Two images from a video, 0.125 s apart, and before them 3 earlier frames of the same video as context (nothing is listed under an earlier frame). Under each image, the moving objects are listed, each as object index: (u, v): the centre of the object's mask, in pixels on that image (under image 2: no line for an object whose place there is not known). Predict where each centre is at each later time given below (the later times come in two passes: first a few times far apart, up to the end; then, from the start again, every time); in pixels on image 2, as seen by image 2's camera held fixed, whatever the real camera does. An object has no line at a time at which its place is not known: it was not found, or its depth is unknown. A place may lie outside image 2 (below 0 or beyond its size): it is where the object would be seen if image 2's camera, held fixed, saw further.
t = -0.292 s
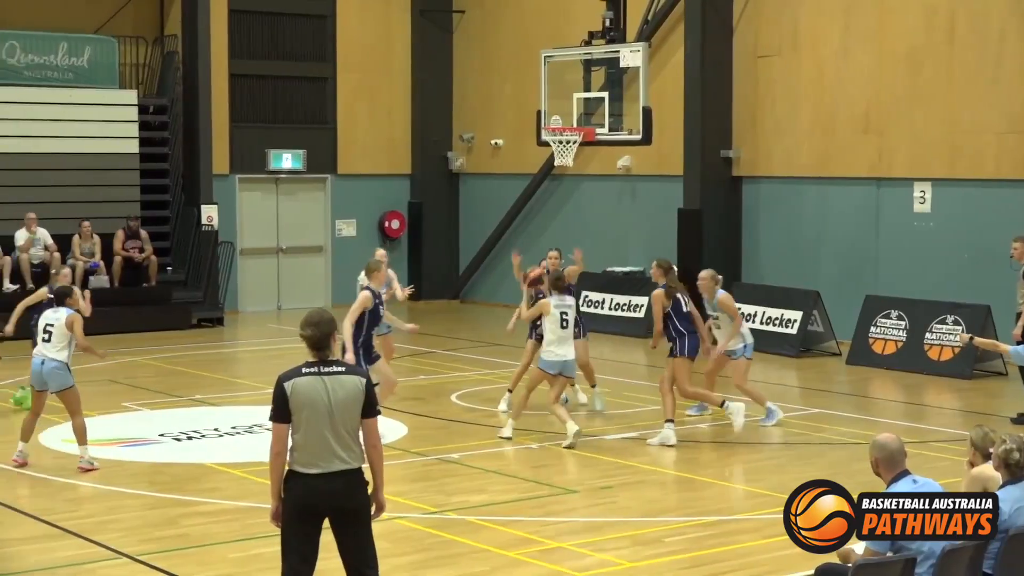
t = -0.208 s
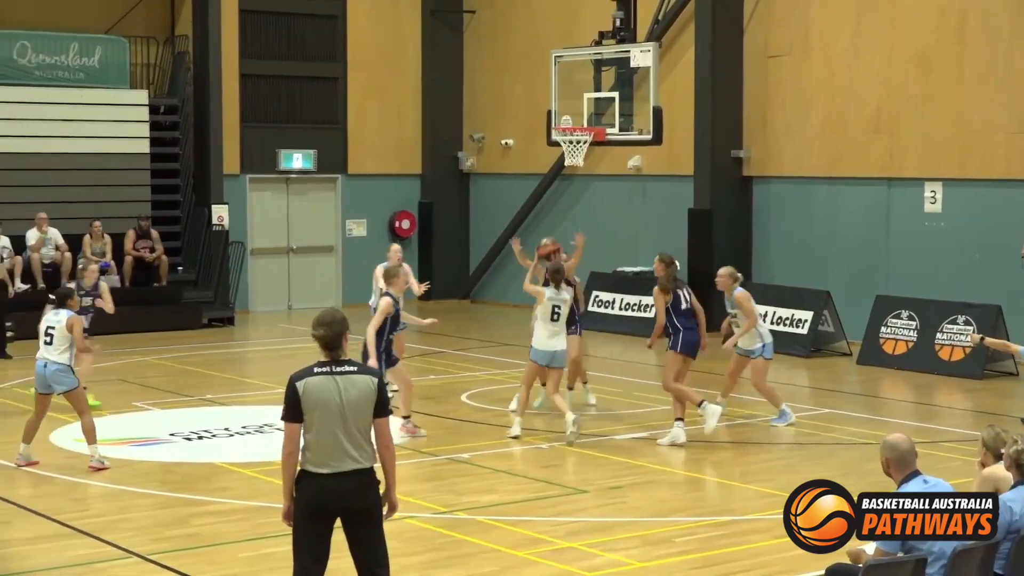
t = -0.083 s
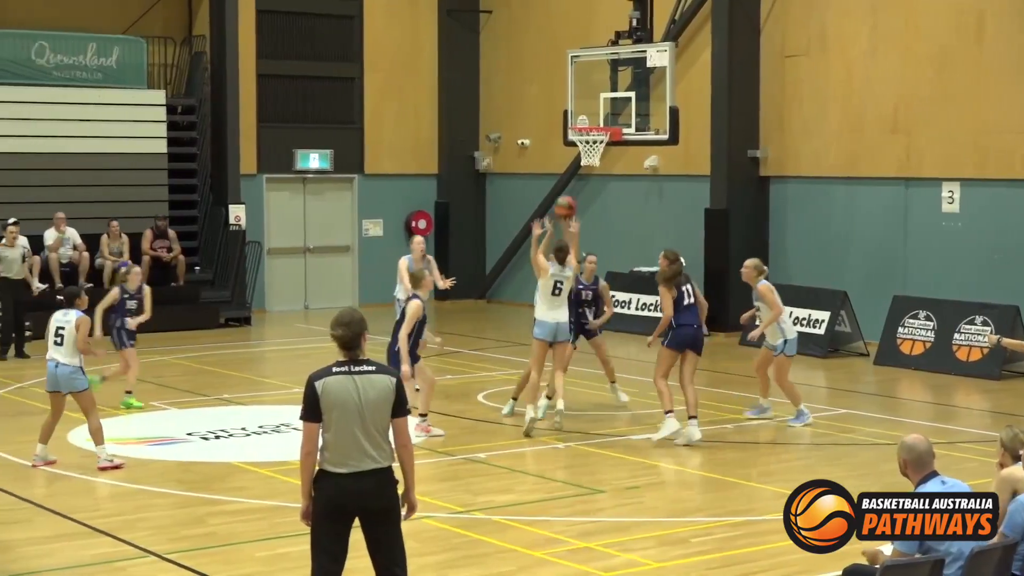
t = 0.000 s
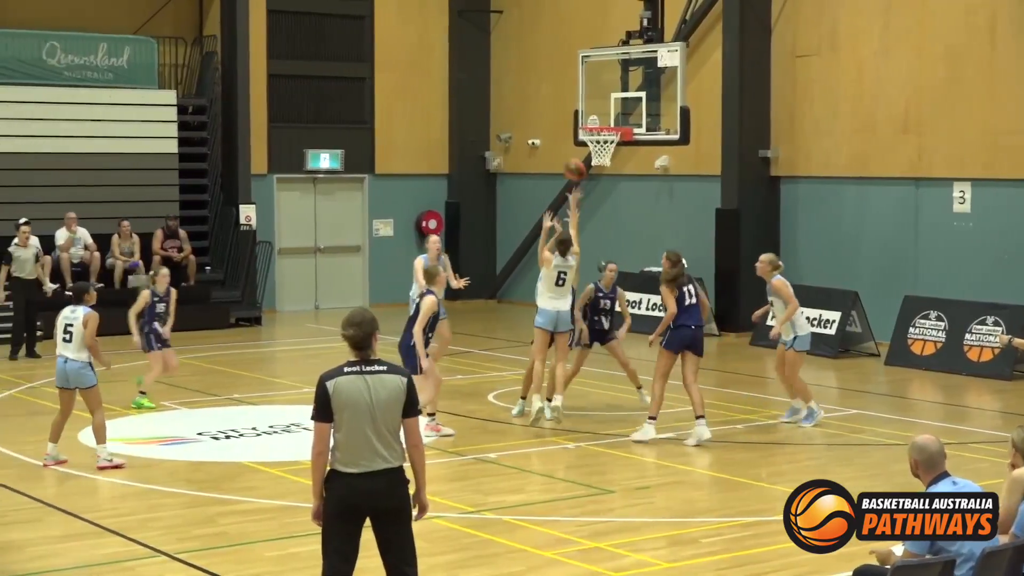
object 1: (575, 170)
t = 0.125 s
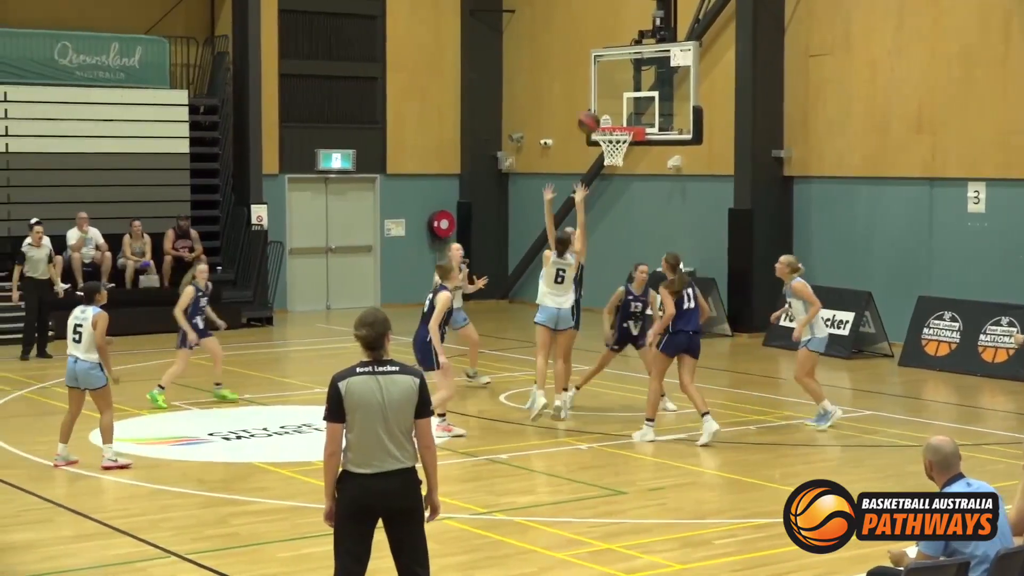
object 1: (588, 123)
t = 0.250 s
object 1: (589, 91)
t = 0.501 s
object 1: (590, 69)
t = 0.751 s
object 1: (591, 100)
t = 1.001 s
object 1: (576, 103)
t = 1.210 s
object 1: (558, 118)
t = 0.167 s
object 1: (589, 111)
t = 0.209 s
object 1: (589, 100)
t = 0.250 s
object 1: (589, 91)
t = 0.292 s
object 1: (589, 84)
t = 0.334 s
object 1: (589, 77)
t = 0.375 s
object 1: (590, 73)
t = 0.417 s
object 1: (590, 70)
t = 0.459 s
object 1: (590, 69)
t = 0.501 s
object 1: (590, 69)
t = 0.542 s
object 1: (591, 71)
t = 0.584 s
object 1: (591, 74)
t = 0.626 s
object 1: (591, 78)
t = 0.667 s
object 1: (591, 84)
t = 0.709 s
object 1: (591, 91)
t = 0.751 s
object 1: (591, 100)
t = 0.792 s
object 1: (591, 110)
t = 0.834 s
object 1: (590, 115)
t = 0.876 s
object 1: (587, 110)
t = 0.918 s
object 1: (582, 106)
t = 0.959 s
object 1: (579, 103)
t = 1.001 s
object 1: (576, 103)
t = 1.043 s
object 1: (572, 102)
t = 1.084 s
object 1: (568, 105)
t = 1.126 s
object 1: (564, 108)
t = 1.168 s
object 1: (561, 113)
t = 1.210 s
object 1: (558, 118)
